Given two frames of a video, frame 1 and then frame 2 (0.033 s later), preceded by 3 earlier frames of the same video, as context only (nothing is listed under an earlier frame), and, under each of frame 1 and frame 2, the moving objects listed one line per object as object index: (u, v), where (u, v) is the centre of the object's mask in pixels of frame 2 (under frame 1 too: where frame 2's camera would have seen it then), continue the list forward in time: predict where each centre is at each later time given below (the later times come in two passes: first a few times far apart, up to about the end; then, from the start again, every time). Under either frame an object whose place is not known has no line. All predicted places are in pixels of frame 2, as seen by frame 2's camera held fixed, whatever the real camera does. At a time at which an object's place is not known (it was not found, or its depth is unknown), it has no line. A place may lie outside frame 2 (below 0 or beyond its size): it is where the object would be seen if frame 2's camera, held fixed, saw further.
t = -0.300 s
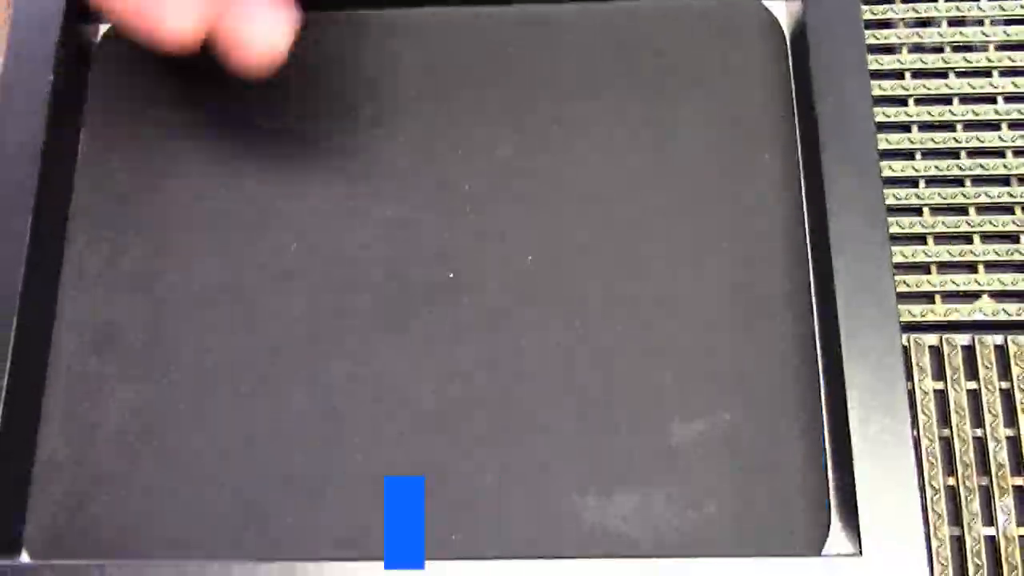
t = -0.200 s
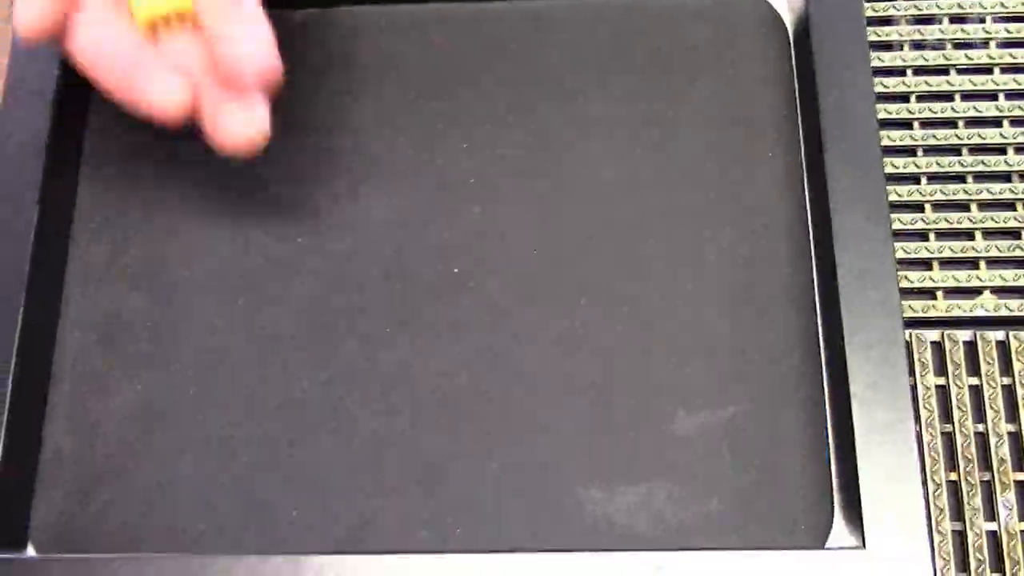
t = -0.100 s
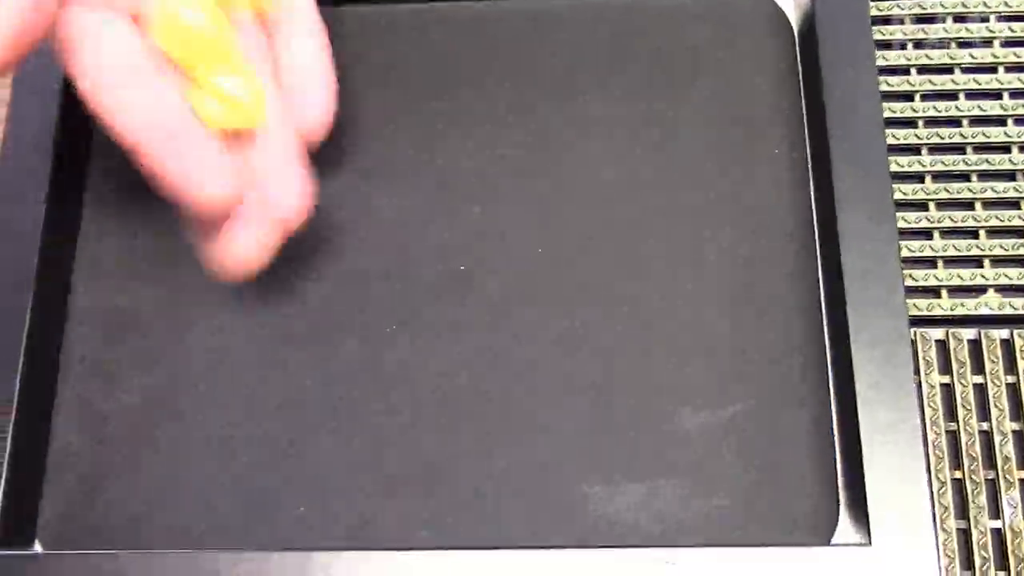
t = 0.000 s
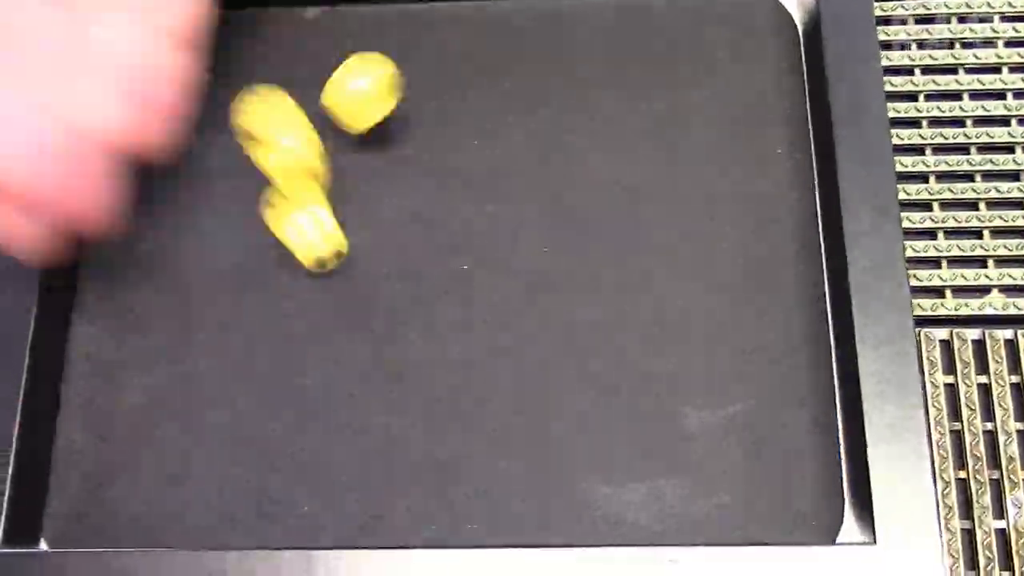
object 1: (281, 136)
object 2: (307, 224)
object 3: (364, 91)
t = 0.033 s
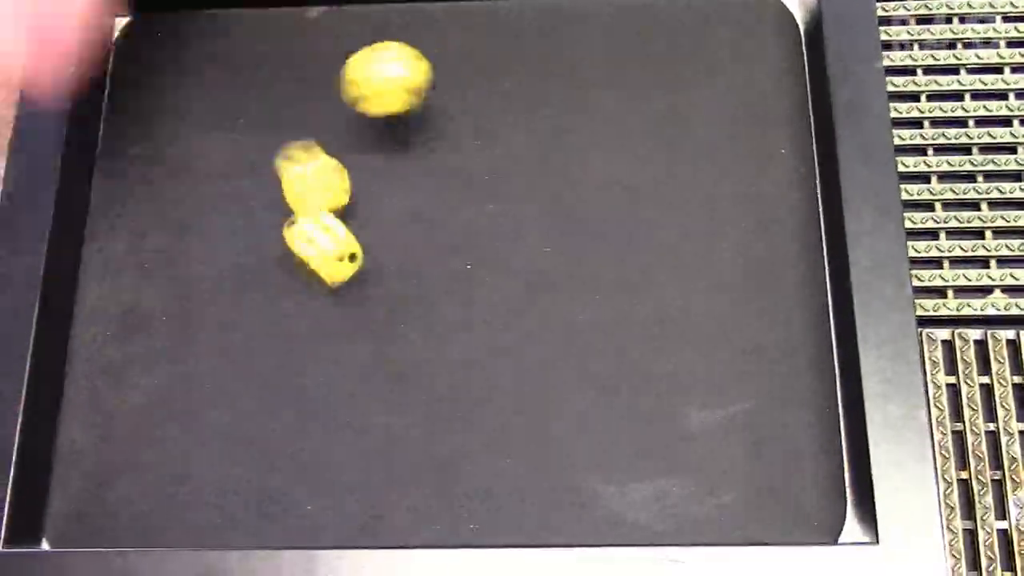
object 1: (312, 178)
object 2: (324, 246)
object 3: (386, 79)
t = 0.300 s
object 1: (371, 260)
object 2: (398, 404)
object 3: (666, 183)
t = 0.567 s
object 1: (373, 254)
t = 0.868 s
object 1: (373, 254)
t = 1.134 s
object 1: (372, 254)
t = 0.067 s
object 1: (317, 186)
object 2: (340, 276)
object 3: (414, 81)
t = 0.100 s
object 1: (328, 199)
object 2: (358, 311)
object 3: (452, 100)
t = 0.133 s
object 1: (329, 208)
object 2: (370, 339)
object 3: (488, 120)
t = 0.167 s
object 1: (333, 222)
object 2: (378, 360)
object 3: (520, 116)
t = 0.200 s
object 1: (339, 240)
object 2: (385, 378)
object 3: (560, 130)
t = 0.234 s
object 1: (353, 248)
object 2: (392, 392)
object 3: (596, 149)
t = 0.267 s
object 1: (363, 256)
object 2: (399, 400)
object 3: (631, 165)
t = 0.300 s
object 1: (371, 260)
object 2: (398, 404)
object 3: (666, 183)
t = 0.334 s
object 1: (375, 259)
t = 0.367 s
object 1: (375, 256)
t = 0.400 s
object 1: (374, 254)
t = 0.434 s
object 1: (373, 254)
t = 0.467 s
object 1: (373, 255)
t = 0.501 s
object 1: (373, 255)
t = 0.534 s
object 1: (373, 255)
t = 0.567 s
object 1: (373, 254)
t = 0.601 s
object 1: (373, 255)
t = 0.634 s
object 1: (373, 255)
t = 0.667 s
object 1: (373, 255)
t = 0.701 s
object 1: (373, 255)
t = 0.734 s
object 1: (373, 254)
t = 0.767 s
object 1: (372, 254)
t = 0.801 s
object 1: (373, 254)
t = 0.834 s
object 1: (373, 255)
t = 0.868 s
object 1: (373, 254)
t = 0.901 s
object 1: (372, 254)
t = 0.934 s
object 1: (372, 255)
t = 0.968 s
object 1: (372, 255)
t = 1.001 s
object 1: (372, 254)
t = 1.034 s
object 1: (372, 255)
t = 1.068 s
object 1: (372, 255)
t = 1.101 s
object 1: (372, 255)
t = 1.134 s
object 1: (372, 254)
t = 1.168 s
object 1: (372, 254)
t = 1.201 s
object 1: (372, 254)
